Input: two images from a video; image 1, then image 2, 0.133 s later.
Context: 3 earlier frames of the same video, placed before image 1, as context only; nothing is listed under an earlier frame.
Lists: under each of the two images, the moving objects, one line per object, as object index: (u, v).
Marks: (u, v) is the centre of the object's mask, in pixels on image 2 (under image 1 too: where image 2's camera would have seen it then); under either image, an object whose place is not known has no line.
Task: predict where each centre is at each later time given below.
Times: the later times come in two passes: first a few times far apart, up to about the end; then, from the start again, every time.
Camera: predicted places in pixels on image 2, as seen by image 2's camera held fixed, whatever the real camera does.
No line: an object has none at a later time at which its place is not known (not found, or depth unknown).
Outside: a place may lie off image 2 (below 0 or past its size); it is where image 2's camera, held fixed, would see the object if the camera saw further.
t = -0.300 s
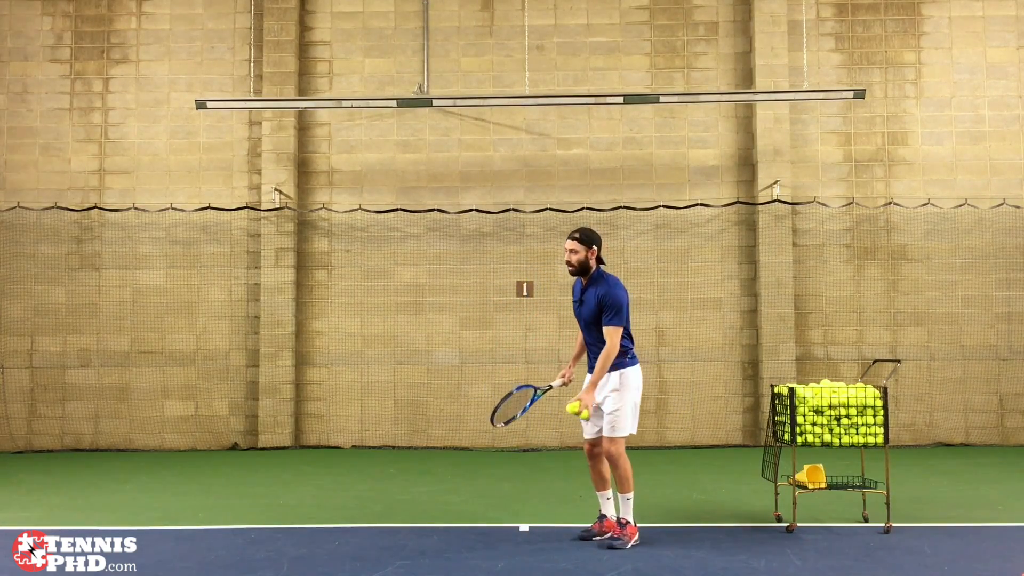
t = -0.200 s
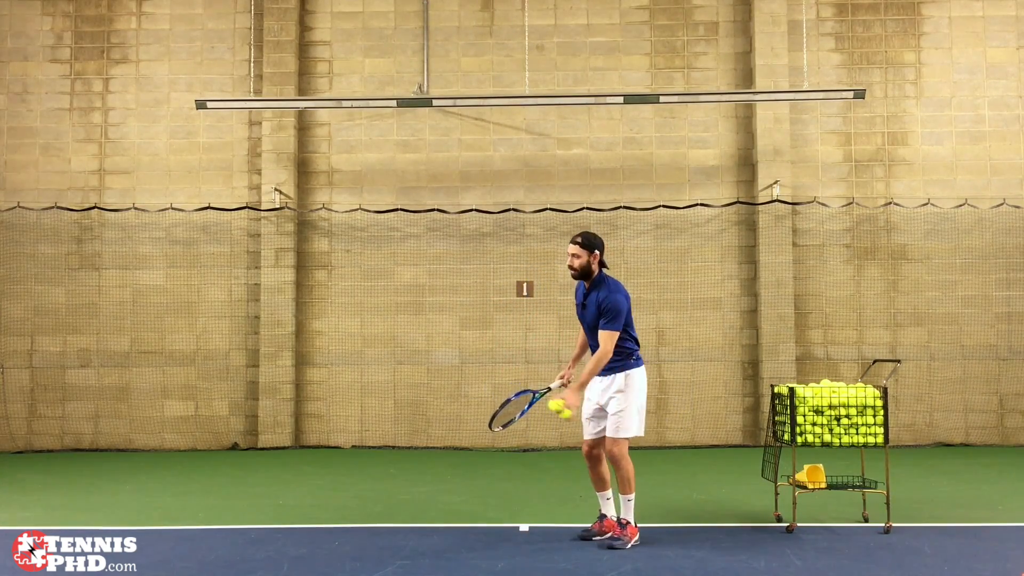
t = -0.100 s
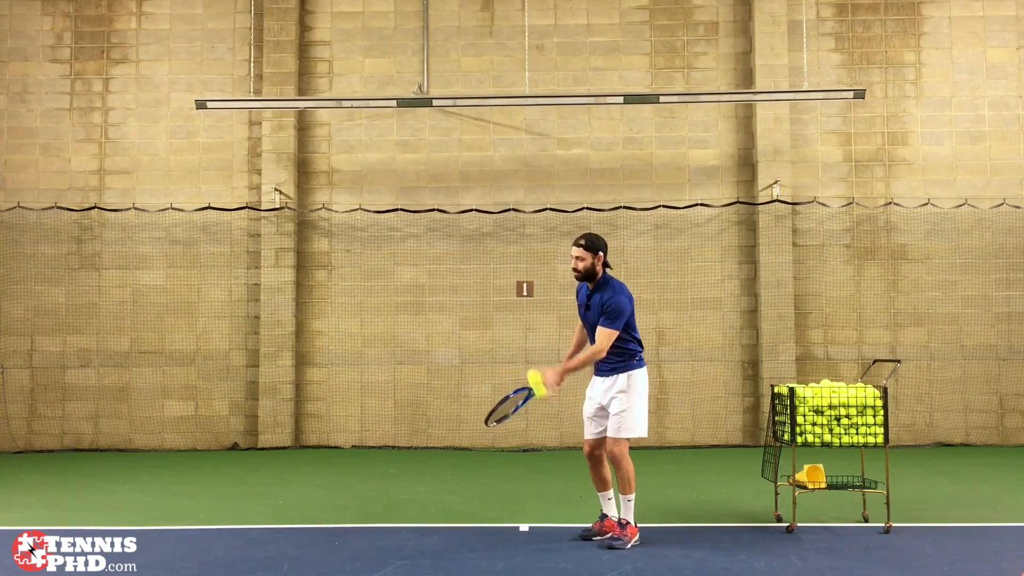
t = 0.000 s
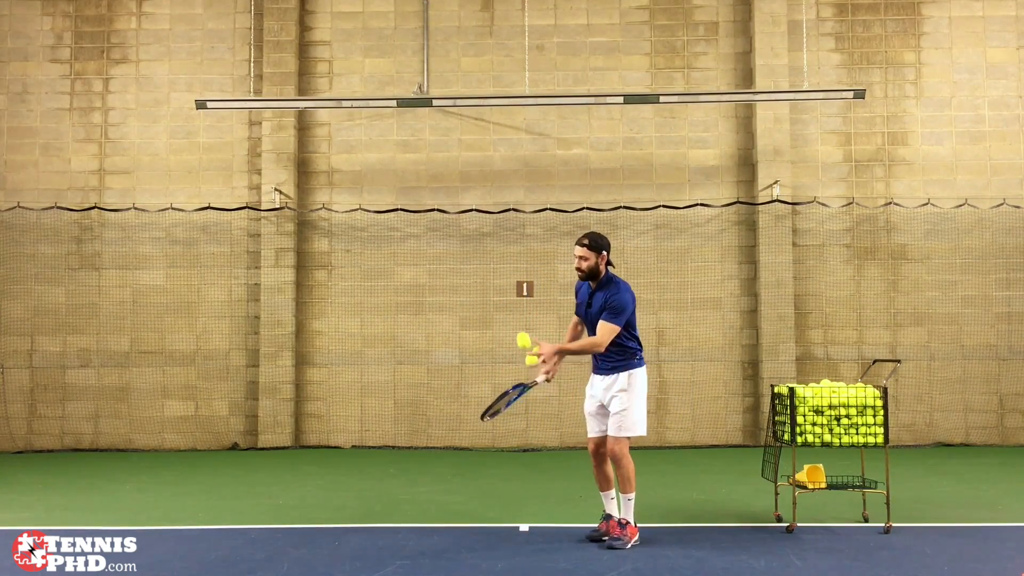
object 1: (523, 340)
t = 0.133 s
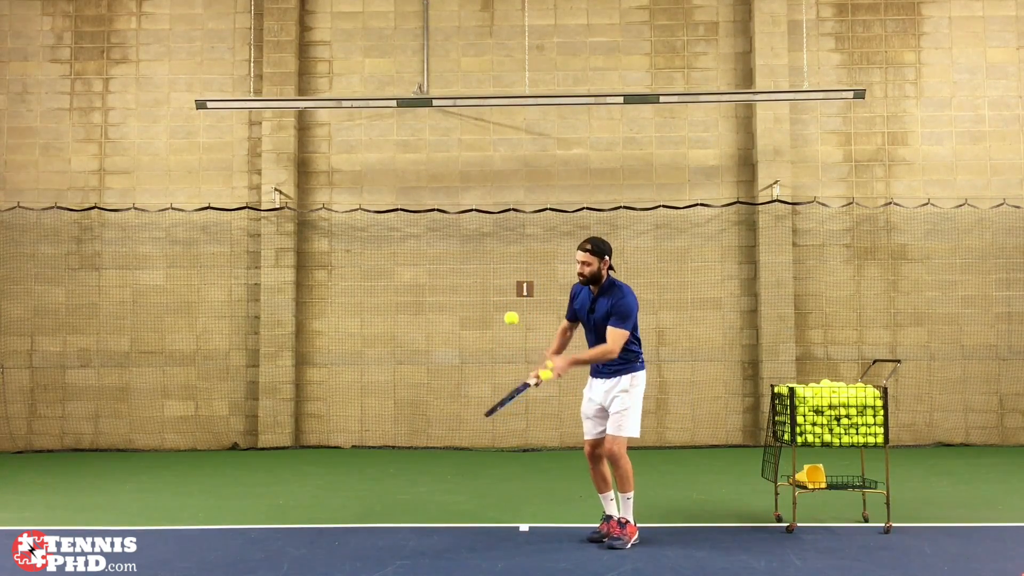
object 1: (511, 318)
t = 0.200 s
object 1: (505, 319)
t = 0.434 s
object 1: (483, 389)
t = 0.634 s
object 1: (464, 536)
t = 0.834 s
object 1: (450, 460)
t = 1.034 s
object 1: (438, 418)
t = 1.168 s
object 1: (430, 434)
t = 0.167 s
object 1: (508, 317)
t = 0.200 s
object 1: (505, 319)
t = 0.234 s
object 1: (502, 322)
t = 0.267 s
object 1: (499, 327)
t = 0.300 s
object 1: (496, 336)
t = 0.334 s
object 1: (493, 346)
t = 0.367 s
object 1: (489, 358)
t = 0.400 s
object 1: (486, 372)
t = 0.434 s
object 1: (483, 389)
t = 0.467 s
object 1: (480, 408)
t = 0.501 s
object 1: (477, 429)
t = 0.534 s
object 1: (473, 453)
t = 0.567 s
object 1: (470, 478)
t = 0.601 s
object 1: (467, 505)
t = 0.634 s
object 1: (464, 536)
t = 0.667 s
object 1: (460, 559)
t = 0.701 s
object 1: (459, 537)
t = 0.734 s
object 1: (457, 512)
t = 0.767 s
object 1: (455, 493)
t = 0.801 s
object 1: (452, 475)
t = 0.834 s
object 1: (450, 460)
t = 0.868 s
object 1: (448, 447)
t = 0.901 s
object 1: (446, 437)
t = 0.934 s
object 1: (444, 429)
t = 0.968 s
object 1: (442, 423)
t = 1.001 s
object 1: (440, 419)
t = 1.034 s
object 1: (438, 418)
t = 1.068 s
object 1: (436, 418)
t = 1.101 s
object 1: (434, 421)
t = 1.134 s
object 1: (432, 426)
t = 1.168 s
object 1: (430, 434)
